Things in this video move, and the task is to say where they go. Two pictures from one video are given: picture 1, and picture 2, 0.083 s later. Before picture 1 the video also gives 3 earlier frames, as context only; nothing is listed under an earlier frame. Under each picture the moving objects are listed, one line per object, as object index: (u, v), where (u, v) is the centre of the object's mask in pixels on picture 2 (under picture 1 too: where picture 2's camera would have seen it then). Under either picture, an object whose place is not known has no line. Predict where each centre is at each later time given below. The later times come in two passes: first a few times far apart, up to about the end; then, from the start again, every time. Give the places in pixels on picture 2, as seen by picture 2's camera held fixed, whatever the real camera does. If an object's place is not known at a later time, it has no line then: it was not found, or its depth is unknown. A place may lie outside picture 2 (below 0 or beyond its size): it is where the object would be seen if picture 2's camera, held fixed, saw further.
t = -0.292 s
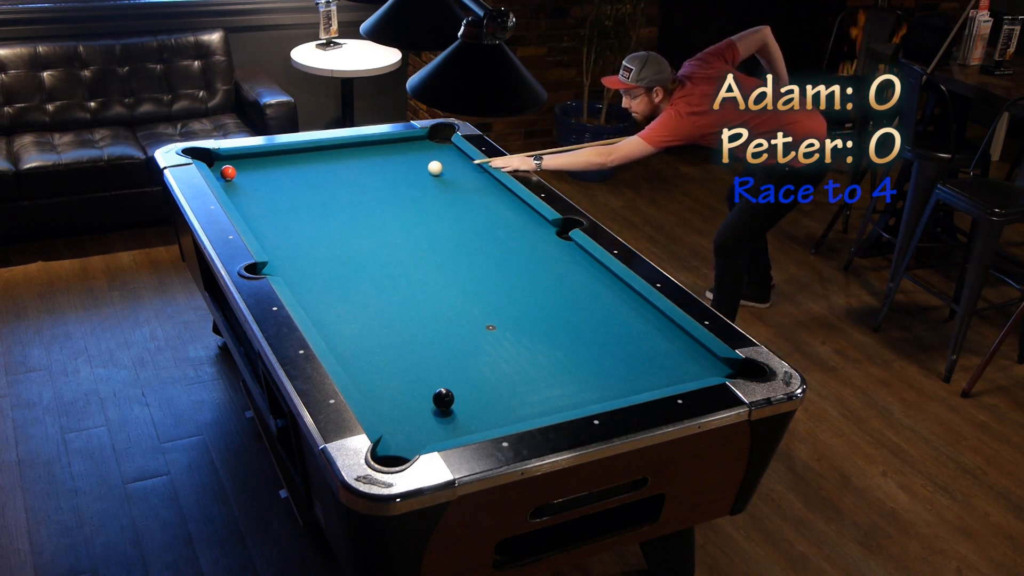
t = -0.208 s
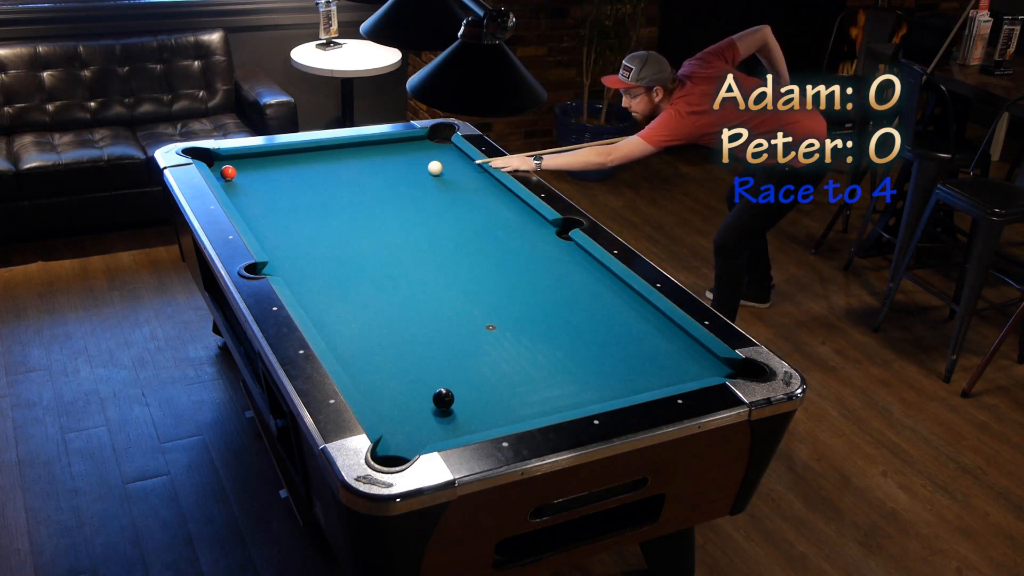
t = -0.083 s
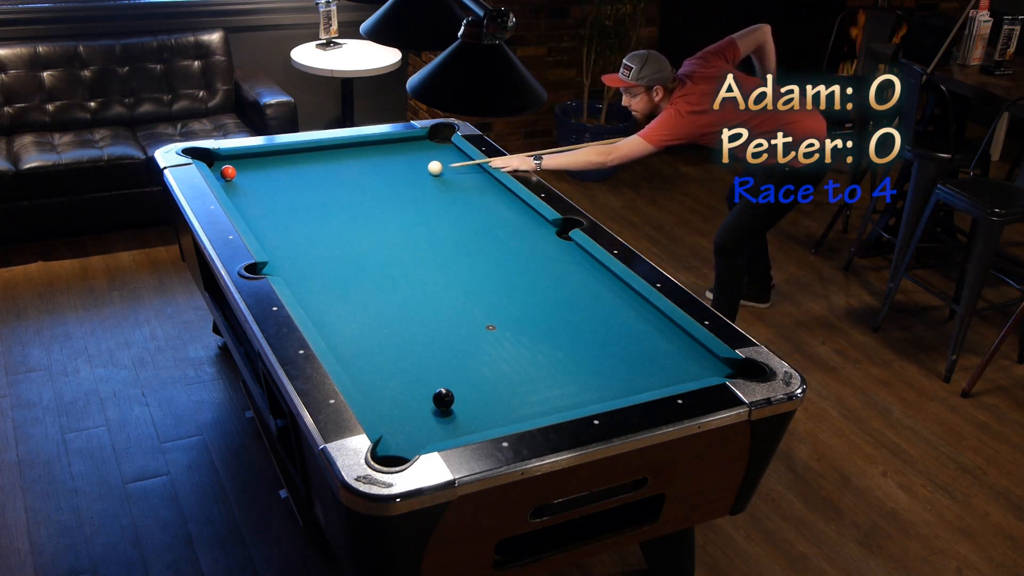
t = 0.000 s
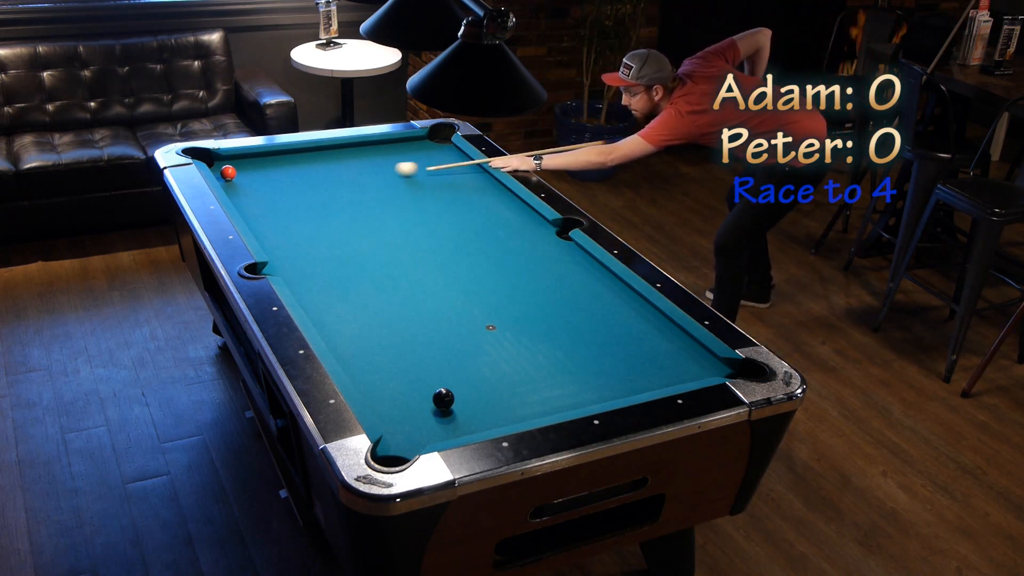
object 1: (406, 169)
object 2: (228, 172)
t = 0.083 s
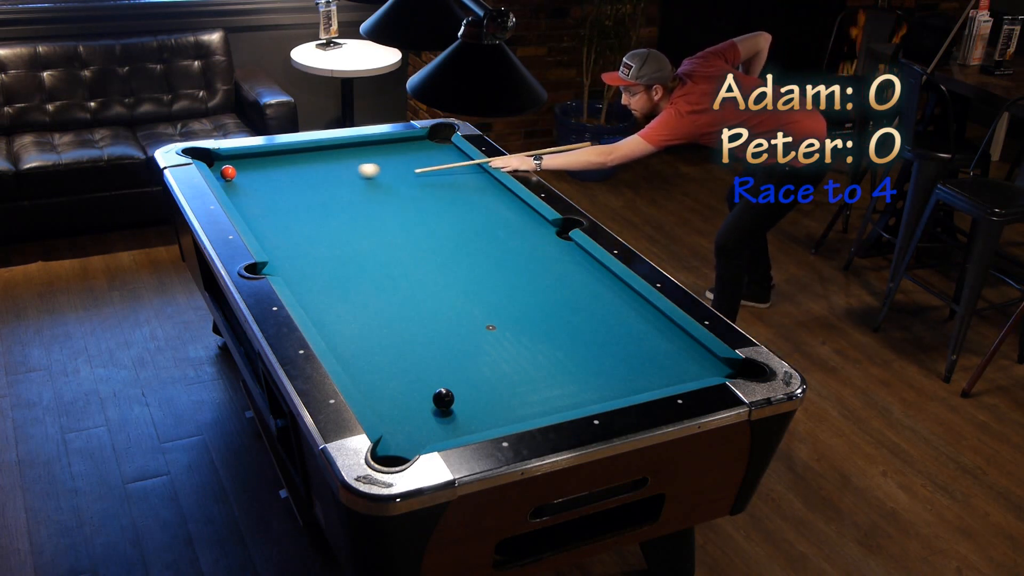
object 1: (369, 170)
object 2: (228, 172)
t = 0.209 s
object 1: (318, 173)
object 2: (228, 172)
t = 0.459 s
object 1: (225, 181)
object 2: (221, 168)
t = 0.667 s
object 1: (261, 185)
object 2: (215, 162)
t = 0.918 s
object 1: (301, 190)
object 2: (212, 159)
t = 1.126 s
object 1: (333, 194)
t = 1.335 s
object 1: (365, 198)
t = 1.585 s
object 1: (401, 203)
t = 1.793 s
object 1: (431, 206)
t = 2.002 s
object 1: (459, 210)
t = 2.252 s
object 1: (492, 214)
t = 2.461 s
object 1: (518, 217)
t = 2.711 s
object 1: (539, 222)
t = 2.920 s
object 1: (534, 227)
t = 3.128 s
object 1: (529, 231)
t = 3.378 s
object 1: (523, 236)
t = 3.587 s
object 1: (519, 240)
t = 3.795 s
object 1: (515, 243)
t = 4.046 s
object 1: (511, 247)
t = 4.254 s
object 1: (507, 249)
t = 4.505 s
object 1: (504, 251)
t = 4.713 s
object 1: (501, 252)
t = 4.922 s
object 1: (499, 253)
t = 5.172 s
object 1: (498, 254)
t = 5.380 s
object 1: (498, 254)
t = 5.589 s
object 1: (498, 254)
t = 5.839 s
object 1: (498, 254)
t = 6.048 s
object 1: (498, 254)
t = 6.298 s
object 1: (498, 254)
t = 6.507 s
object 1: (498, 254)
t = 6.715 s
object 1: (498, 254)
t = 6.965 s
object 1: (498, 254)
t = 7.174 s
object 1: (498, 254)
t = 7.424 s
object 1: (498, 254)
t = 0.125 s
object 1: (351, 171)
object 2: (228, 172)
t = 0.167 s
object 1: (334, 172)
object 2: (228, 172)
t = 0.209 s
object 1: (318, 173)
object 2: (228, 172)
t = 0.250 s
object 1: (301, 174)
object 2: (228, 172)
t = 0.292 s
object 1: (284, 174)
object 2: (228, 172)
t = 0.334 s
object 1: (267, 175)
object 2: (228, 172)
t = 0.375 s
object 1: (250, 176)
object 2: (228, 172)
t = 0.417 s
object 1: (234, 178)
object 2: (224, 170)
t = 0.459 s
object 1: (225, 181)
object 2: (221, 168)
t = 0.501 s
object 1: (232, 181)
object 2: (217, 168)
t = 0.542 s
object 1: (241, 182)
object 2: (215, 166)
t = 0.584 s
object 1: (248, 183)
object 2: (215, 165)
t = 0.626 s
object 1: (255, 184)
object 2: (215, 164)
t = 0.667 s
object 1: (261, 185)
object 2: (215, 162)
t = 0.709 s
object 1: (268, 186)
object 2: (215, 161)
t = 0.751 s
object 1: (275, 187)
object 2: (215, 160)
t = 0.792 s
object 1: (281, 188)
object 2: (216, 159)
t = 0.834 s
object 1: (288, 188)
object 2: (215, 158)
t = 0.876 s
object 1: (295, 189)
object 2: (213, 158)
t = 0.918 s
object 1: (301, 190)
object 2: (212, 159)
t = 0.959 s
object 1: (308, 191)
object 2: (210, 159)
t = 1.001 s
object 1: (314, 192)
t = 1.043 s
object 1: (321, 192)
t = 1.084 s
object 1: (327, 193)
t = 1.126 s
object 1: (333, 194)
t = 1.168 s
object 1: (340, 195)
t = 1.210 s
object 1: (346, 195)
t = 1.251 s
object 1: (352, 196)
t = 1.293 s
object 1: (359, 197)
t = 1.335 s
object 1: (365, 198)
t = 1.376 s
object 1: (371, 199)
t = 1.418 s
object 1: (377, 199)
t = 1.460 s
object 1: (383, 200)
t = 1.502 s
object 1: (389, 201)
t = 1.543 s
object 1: (395, 202)
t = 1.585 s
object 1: (401, 203)
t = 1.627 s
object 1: (407, 203)
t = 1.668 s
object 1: (413, 204)
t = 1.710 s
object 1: (419, 205)
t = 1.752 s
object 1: (425, 205)
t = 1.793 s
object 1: (431, 206)
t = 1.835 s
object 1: (436, 207)
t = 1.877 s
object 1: (442, 208)
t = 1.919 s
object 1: (448, 208)
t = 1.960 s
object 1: (454, 209)
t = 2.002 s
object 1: (459, 210)
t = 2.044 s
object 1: (465, 210)
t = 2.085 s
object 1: (470, 211)
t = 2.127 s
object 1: (476, 212)
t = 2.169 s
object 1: (481, 213)
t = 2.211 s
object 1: (486, 213)
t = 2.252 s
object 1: (492, 214)
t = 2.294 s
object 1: (497, 215)
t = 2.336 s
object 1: (502, 215)
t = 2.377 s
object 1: (507, 216)
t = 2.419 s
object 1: (512, 217)
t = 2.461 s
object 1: (518, 217)
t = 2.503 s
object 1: (523, 218)
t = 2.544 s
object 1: (528, 219)
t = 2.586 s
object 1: (533, 219)
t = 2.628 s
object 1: (538, 220)
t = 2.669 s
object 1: (541, 221)
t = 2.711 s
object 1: (539, 222)
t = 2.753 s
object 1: (538, 223)
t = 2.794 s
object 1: (537, 224)
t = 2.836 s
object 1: (536, 225)
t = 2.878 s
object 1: (535, 226)
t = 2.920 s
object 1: (534, 227)
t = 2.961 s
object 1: (533, 228)
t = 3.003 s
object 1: (532, 228)
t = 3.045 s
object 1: (531, 229)
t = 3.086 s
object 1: (530, 230)
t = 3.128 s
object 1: (529, 231)
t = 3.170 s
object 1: (528, 232)
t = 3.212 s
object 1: (527, 233)
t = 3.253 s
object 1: (526, 234)
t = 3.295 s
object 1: (525, 235)
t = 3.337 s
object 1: (524, 235)
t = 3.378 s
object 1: (523, 236)
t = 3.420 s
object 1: (522, 237)
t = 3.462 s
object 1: (522, 238)
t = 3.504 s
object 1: (521, 238)
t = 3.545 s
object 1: (520, 239)
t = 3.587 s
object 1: (519, 240)
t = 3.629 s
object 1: (518, 240)
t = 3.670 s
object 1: (517, 241)
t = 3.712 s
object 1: (517, 242)
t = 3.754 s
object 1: (516, 242)
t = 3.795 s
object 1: (515, 243)
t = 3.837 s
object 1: (514, 244)
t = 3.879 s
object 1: (513, 244)
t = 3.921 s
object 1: (513, 245)
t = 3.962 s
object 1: (512, 245)
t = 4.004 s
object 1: (511, 246)
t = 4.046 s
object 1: (511, 247)
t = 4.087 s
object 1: (510, 247)
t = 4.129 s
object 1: (509, 248)
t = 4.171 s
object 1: (509, 248)
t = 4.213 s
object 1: (508, 249)
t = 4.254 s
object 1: (507, 249)
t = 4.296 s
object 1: (507, 249)
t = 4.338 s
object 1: (506, 250)
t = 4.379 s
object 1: (505, 250)
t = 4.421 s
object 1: (505, 250)
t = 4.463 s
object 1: (504, 251)
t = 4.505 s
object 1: (504, 251)
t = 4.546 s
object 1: (503, 252)
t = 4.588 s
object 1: (503, 252)
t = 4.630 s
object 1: (502, 252)
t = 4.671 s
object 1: (501, 252)
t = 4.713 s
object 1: (501, 252)
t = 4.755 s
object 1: (500, 253)
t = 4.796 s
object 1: (500, 253)
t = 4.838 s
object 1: (499, 253)
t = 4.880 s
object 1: (499, 253)
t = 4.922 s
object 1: (499, 253)
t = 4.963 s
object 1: (498, 253)
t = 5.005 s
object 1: (498, 253)
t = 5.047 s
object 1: (498, 254)
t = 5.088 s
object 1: (498, 254)
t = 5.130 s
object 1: (498, 254)
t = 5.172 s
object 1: (498, 254)
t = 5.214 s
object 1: (498, 254)
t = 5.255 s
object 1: (498, 254)
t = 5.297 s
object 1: (498, 254)
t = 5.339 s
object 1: (498, 254)
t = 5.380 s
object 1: (498, 254)
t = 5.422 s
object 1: (498, 254)
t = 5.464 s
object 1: (498, 254)
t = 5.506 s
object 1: (498, 254)
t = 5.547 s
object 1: (498, 254)
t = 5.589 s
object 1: (498, 254)
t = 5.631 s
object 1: (498, 254)
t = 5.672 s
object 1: (498, 254)
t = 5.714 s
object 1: (498, 254)
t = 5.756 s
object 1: (498, 254)
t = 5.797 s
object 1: (498, 254)
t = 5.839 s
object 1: (498, 254)
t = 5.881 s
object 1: (498, 254)
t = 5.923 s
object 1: (498, 254)
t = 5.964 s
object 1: (498, 254)
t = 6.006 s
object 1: (498, 254)
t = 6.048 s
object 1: (498, 254)
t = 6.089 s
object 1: (498, 254)
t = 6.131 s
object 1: (498, 254)
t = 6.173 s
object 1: (498, 254)
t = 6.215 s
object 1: (498, 254)
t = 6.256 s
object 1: (498, 254)
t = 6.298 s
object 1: (498, 254)
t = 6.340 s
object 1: (498, 254)
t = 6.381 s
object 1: (498, 254)
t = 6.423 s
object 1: (498, 254)
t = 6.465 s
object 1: (498, 254)
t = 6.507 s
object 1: (498, 254)
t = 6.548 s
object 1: (498, 254)
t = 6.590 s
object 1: (498, 254)
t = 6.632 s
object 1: (498, 254)
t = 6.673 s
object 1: (498, 254)
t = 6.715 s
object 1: (498, 254)
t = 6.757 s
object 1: (498, 254)
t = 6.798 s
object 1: (498, 254)
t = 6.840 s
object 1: (498, 254)
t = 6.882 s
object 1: (498, 254)
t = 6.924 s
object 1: (498, 254)
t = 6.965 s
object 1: (498, 254)
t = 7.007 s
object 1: (498, 254)
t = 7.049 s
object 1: (498, 254)
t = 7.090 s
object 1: (498, 254)
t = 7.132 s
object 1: (498, 254)
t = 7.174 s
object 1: (498, 254)
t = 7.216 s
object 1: (498, 254)
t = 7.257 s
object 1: (498, 254)
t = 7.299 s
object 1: (498, 254)
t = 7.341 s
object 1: (498, 254)
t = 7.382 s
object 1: (498, 254)
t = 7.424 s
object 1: (498, 254)
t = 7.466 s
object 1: (498, 254)
